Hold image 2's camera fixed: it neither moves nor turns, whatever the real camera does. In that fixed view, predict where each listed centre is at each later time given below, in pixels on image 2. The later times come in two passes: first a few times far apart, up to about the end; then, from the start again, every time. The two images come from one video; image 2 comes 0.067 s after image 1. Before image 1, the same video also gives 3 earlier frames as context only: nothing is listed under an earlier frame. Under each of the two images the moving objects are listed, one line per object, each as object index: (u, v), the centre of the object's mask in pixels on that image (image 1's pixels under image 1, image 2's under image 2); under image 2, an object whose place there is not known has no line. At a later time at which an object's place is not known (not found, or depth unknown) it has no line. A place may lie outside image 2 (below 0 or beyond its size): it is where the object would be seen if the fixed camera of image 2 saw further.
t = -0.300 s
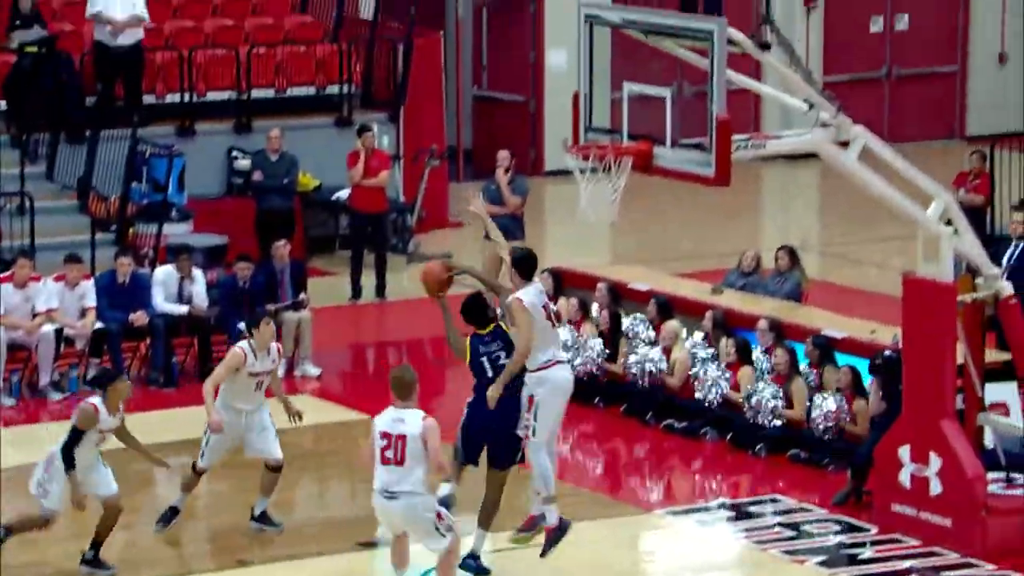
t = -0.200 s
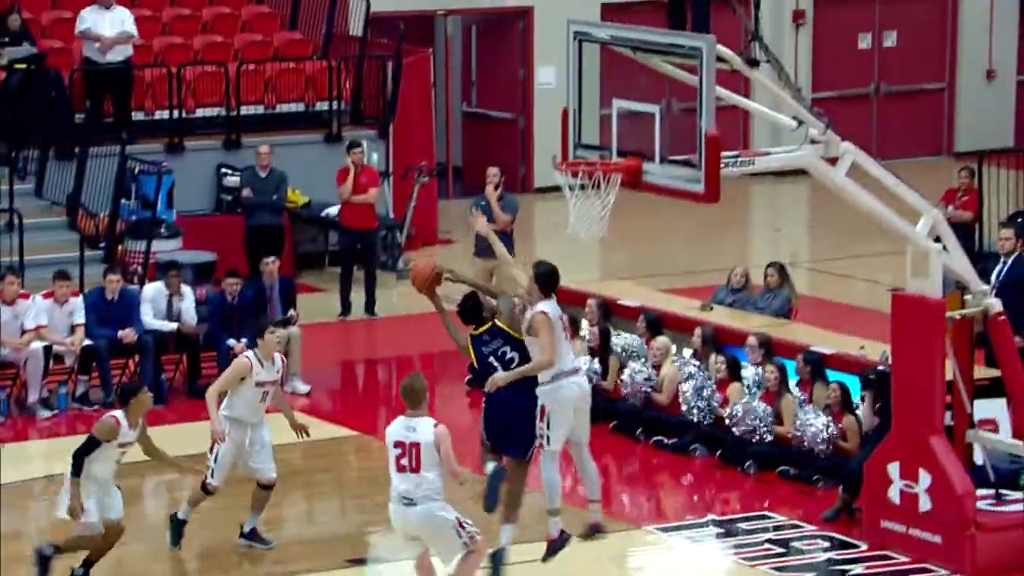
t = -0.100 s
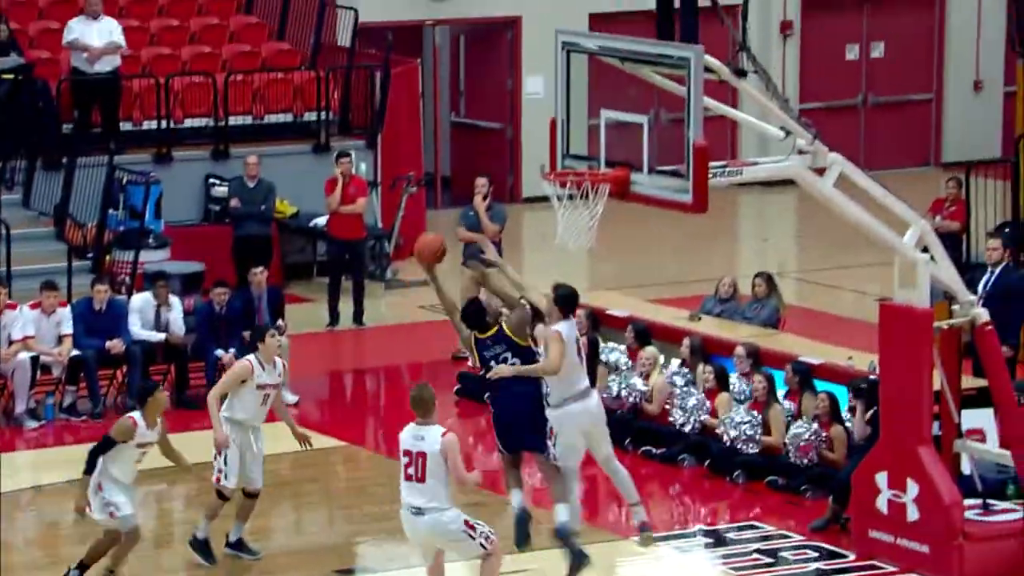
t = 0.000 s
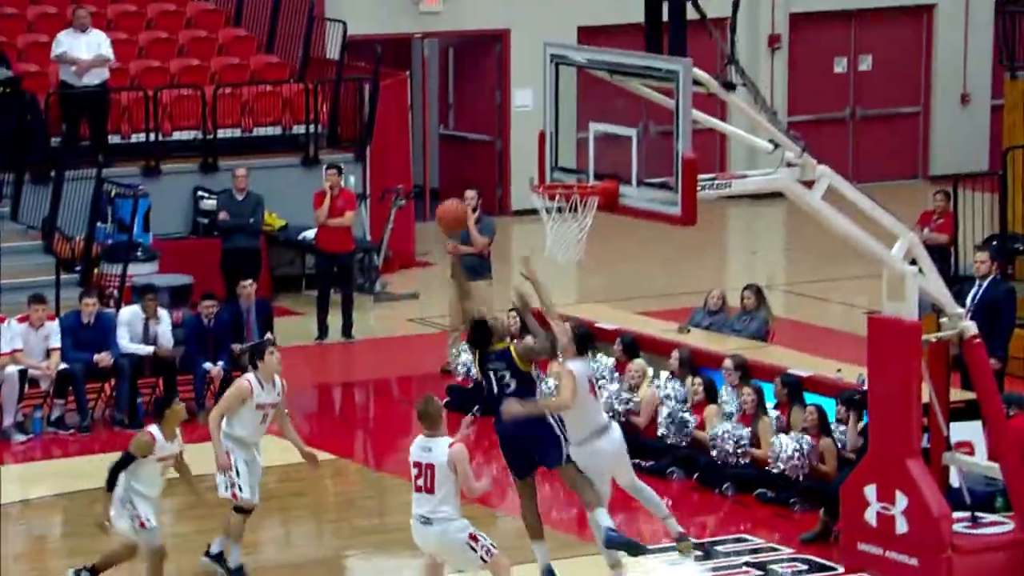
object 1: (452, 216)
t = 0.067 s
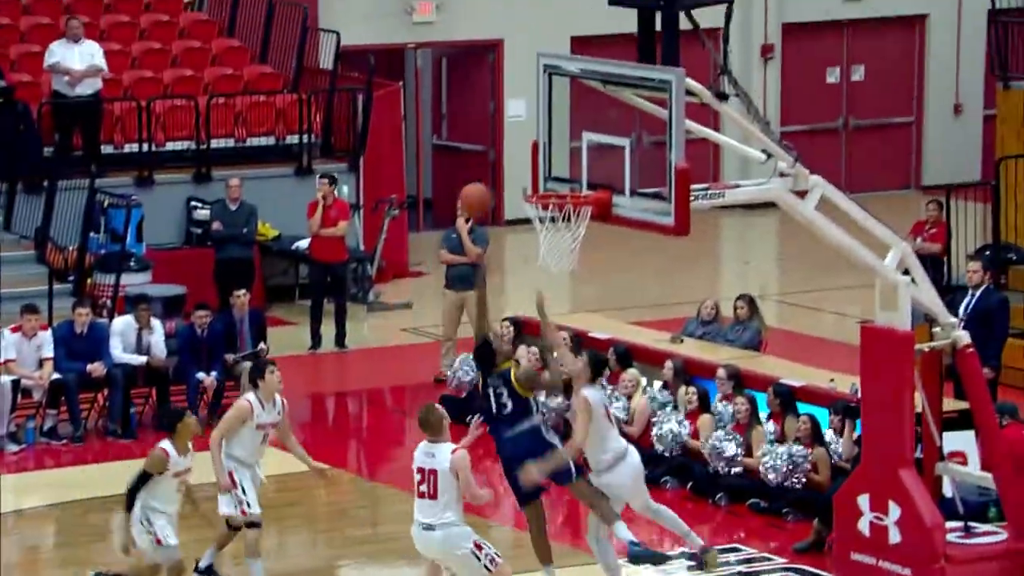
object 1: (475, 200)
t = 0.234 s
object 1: (549, 162)
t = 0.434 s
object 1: (558, 180)
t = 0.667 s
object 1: (551, 258)
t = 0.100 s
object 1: (488, 190)
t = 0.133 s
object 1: (503, 180)
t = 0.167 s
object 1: (519, 173)
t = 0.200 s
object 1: (533, 168)
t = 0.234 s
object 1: (549, 162)
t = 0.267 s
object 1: (564, 160)
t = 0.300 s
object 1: (573, 160)
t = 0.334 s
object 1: (569, 162)
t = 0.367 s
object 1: (566, 166)
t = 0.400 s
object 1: (561, 173)
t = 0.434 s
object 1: (558, 180)
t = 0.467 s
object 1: (553, 187)
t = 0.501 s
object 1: (549, 198)
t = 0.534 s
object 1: (545, 210)
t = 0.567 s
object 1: (548, 220)
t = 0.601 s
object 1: (549, 231)
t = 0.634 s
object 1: (550, 242)
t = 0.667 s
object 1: (551, 258)
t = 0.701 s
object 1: (551, 274)
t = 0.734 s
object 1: (554, 284)
